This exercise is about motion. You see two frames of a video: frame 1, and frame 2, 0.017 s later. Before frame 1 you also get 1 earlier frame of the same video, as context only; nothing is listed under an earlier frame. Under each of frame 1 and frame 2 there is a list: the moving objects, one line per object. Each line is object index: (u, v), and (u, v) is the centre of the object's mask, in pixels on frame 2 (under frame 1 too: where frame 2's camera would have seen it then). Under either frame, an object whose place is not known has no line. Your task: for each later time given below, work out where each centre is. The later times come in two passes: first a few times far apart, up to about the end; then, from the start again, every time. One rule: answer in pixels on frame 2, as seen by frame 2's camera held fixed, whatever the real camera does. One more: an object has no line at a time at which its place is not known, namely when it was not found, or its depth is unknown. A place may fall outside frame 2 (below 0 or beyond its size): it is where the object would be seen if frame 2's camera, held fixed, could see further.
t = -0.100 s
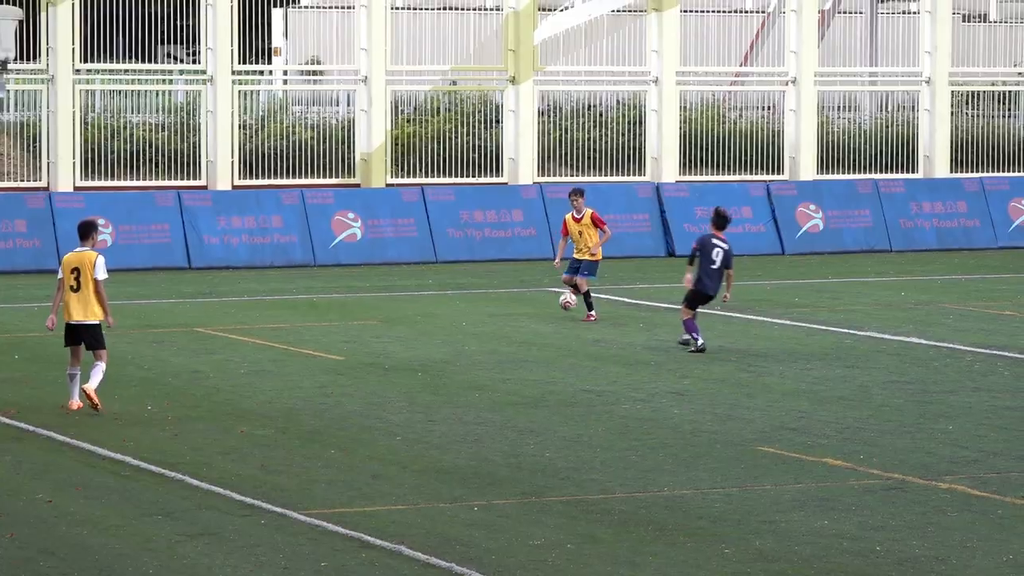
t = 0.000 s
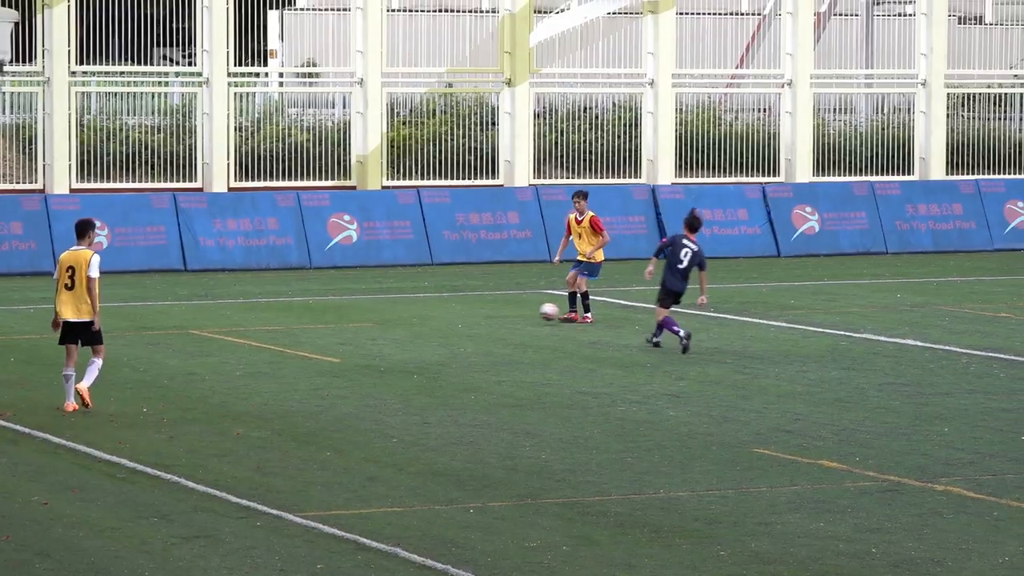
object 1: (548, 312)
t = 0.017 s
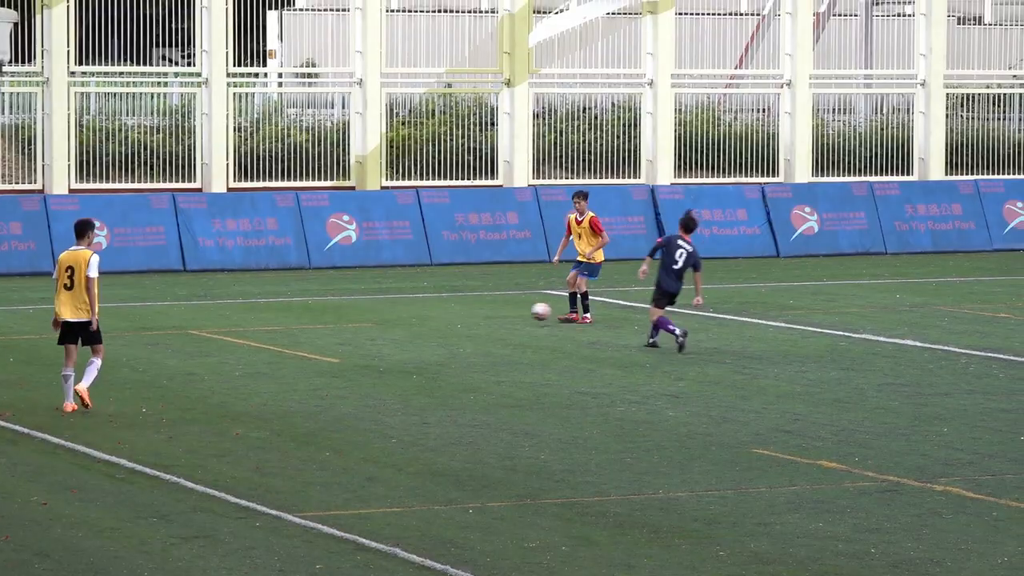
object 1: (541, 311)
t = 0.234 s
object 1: (443, 324)
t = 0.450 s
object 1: (354, 332)
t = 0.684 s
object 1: (266, 345)
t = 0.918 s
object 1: (185, 357)
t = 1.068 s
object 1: (136, 367)
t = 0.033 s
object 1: (533, 311)
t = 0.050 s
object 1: (526, 310)
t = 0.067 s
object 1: (519, 310)
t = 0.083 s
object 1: (511, 311)
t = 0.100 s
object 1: (504, 311)
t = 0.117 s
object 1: (496, 312)
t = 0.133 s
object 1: (489, 313)
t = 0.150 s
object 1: (481, 314)
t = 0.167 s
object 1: (474, 316)
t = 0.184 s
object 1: (466, 317)
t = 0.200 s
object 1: (458, 319)
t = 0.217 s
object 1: (451, 321)
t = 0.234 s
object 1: (443, 324)
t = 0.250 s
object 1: (435, 326)
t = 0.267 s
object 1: (427, 329)
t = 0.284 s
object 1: (419, 332)
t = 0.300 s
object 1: (413, 333)
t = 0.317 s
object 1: (408, 332)
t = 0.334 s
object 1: (400, 331)
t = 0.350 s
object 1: (394, 330)
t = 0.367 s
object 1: (388, 330)
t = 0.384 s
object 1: (381, 330)
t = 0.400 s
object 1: (375, 330)
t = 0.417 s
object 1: (368, 331)
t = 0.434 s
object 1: (361, 331)
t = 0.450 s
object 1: (354, 332)
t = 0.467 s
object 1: (347, 334)
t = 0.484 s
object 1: (341, 336)
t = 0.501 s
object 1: (334, 338)
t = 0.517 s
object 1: (327, 339)
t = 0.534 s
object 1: (320, 342)
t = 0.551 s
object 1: (313, 345)
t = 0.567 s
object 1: (307, 347)
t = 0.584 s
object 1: (301, 347)
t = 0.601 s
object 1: (295, 345)
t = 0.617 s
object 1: (289, 344)
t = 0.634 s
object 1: (284, 344)
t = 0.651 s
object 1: (277, 344)
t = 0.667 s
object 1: (272, 344)
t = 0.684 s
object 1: (266, 345)
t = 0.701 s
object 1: (260, 345)
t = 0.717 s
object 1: (254, 346)
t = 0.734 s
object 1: (248, 347)
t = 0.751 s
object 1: (242, 348)
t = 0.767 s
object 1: (236, 350)
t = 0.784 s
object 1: (230, 353)
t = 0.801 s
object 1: (224, 355)
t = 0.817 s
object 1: (218, 357)
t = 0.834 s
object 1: (213, 356)
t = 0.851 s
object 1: (208, 356)
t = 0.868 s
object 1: (202, 355)
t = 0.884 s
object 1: (196, 355)
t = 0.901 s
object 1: (191, 356)
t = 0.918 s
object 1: (185, 357)
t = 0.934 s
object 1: (180, 358)
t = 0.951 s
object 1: (174, 360)
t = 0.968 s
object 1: (170, 361)
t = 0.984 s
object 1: (164, 363)
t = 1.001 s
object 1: (158, 364)
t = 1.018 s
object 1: (153, 364)
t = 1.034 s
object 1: (147, 365)
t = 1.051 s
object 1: (141, 365)
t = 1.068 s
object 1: (136, 367)
